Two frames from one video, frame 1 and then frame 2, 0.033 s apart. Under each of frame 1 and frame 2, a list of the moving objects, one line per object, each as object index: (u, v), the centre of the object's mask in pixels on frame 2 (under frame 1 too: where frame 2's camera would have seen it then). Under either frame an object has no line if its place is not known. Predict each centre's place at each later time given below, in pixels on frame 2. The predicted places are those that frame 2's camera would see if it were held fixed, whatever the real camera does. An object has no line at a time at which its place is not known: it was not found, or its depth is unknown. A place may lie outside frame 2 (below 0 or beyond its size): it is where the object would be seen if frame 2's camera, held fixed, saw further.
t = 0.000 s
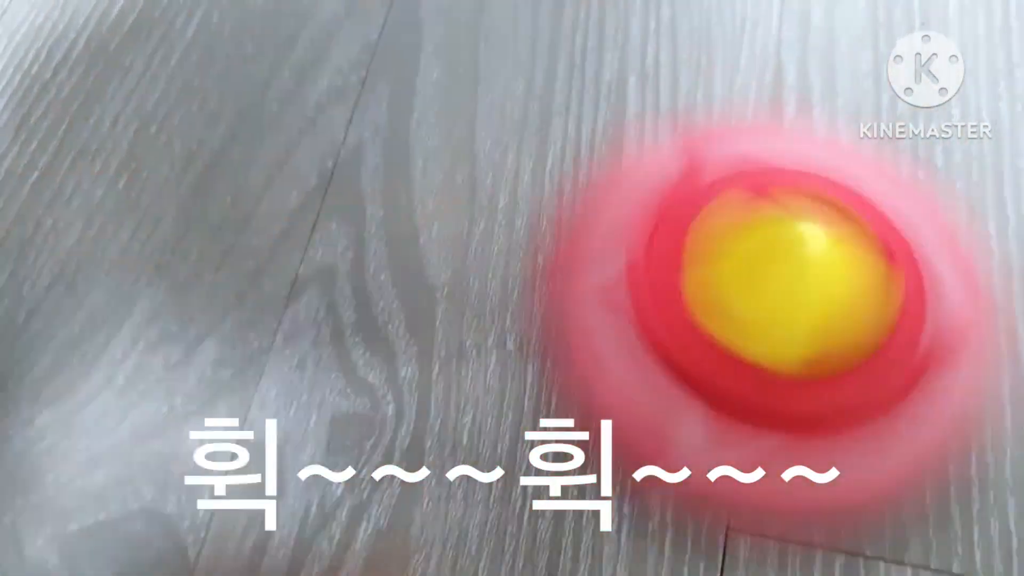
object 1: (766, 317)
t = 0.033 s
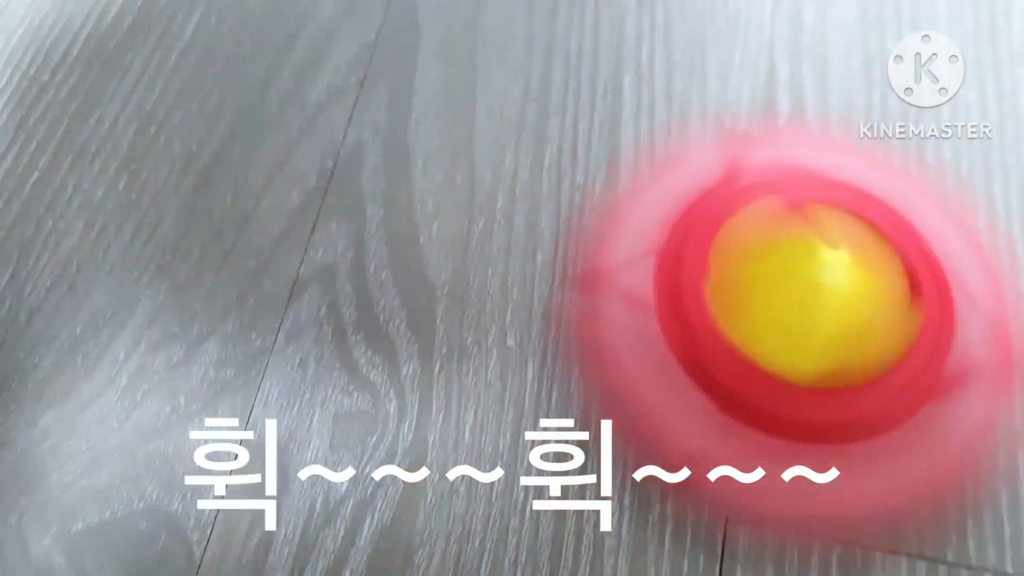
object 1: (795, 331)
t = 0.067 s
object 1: (813, 340)
